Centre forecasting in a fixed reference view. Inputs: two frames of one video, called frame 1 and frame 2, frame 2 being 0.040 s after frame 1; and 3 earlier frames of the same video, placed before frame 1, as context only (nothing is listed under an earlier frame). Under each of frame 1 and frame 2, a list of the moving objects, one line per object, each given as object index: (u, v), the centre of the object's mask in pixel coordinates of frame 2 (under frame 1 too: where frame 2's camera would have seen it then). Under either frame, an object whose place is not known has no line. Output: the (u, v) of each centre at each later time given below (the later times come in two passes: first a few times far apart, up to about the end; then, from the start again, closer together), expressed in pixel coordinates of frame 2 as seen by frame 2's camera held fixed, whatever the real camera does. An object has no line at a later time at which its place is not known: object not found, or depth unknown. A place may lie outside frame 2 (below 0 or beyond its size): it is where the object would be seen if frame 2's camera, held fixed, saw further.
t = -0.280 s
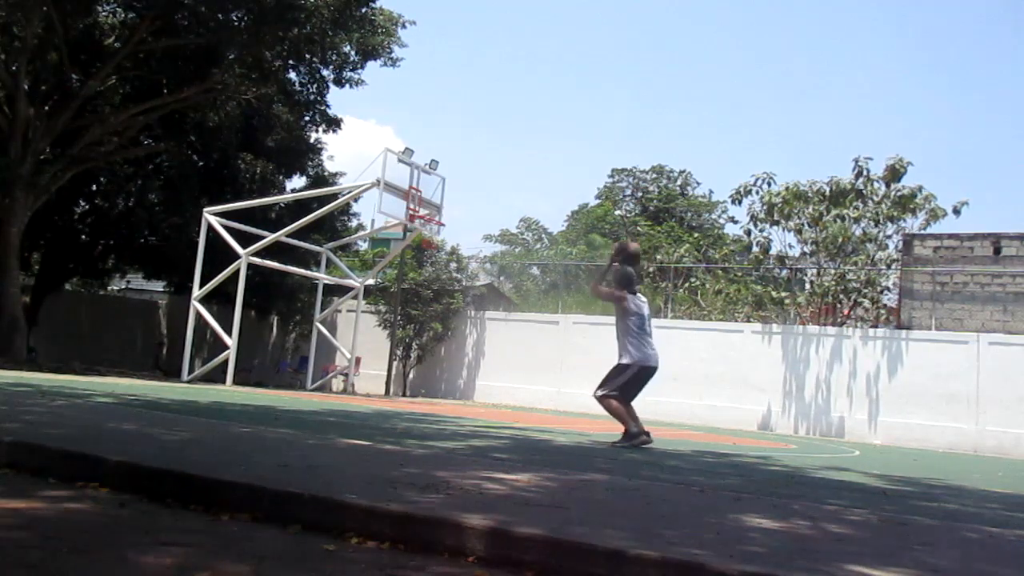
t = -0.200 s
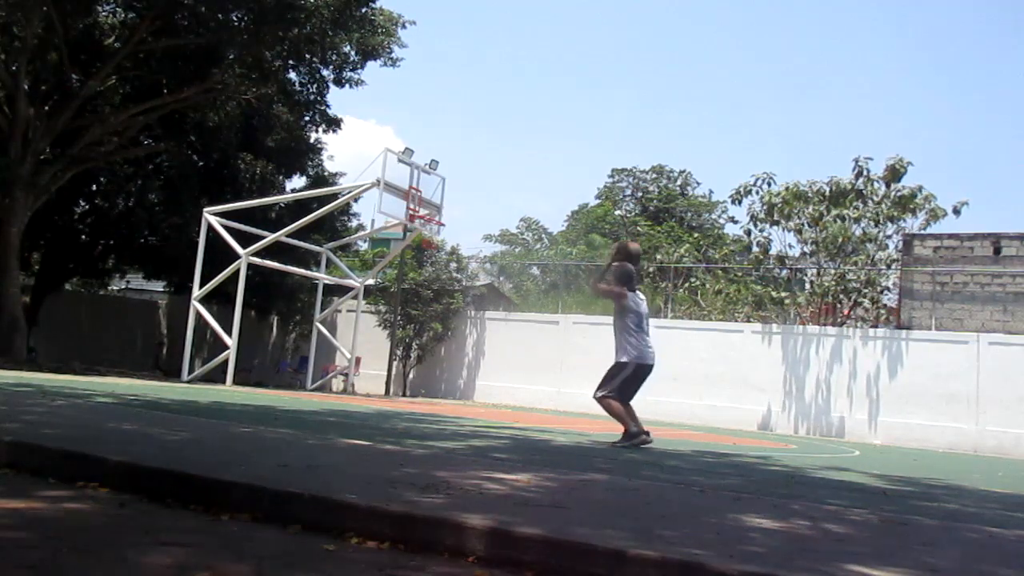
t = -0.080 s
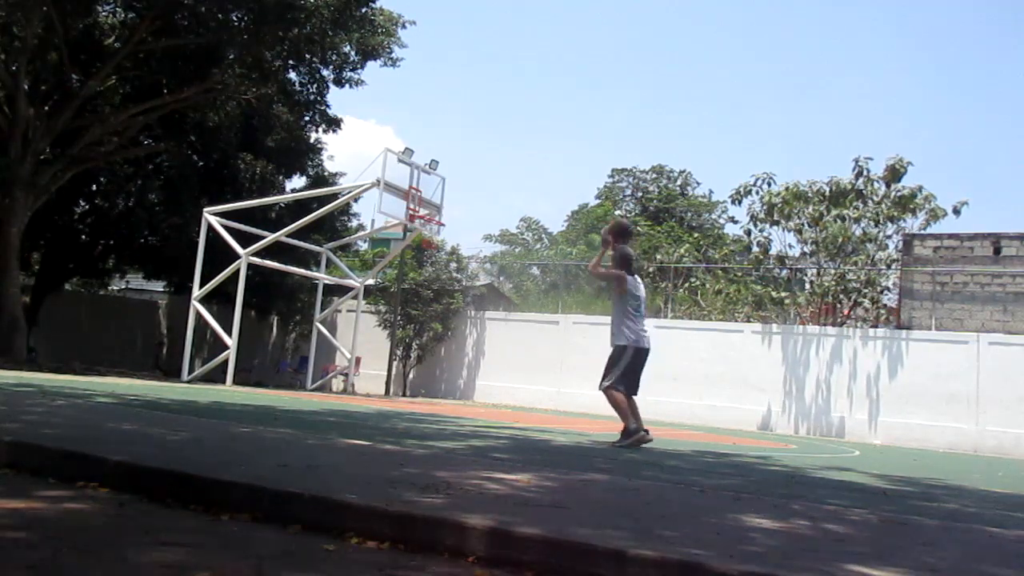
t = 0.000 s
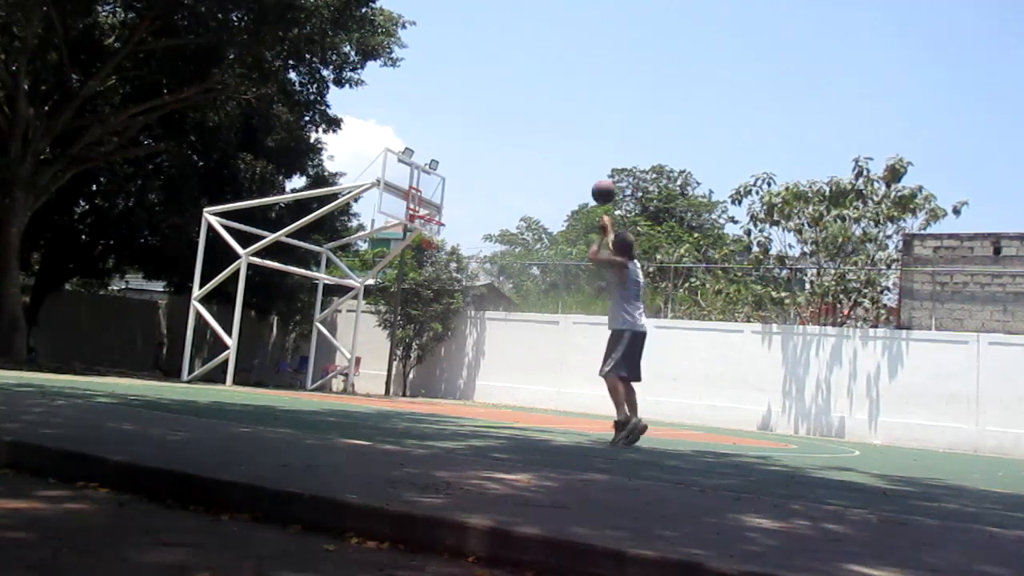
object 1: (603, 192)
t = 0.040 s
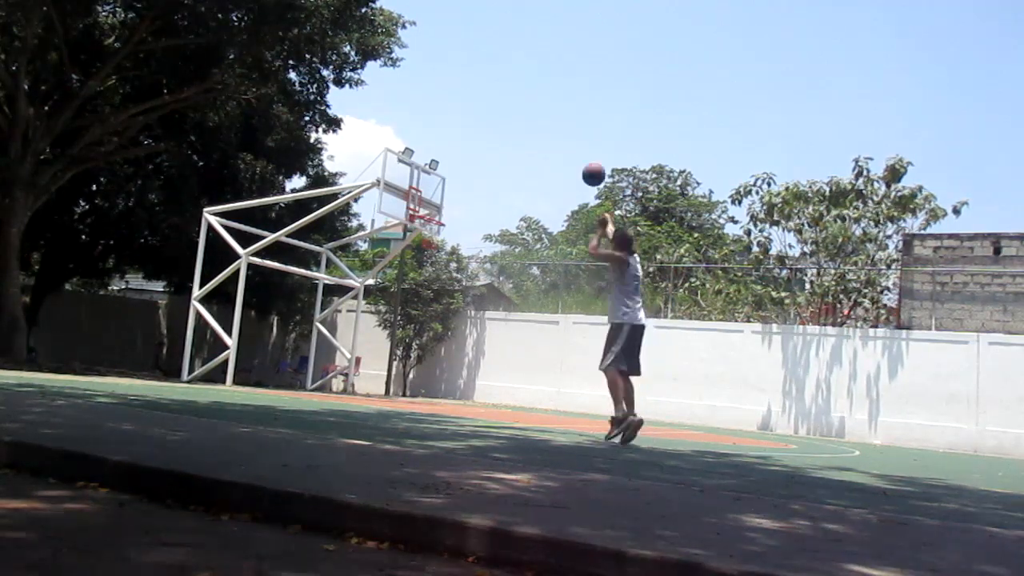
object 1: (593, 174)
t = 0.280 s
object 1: (542, 112)
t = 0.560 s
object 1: (493, 109)
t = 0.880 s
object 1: (444, 163)
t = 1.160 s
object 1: (422, 195)
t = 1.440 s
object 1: (432, 182)
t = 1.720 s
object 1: (445, 211)
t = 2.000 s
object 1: (454, 282)
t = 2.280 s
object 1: (458, 401)
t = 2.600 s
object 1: (478, 303)
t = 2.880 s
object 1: (489, 265)
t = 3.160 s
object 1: (495, 272)
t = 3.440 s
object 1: (498, 319)
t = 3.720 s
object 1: (496, 402)
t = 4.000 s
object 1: (508, 338)
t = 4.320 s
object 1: (516, 314)
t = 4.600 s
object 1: (518, 336)
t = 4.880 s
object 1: (517, 394)
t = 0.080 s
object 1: (584, 159)
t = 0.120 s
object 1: (575, 146)
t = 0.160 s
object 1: (566, 135)
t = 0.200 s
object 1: (558, 126)
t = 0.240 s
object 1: (550, 118)
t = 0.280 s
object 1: (542, 112)
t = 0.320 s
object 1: (534, 108)
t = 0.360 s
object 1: (527, 105)
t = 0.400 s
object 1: (520, 103)
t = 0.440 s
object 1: (513, 103)
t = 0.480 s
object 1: (506, 104)
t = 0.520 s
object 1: (499, 105)
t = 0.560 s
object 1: (493, 109)
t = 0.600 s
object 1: (486, 112)
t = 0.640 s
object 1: (480, 117)
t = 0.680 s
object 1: (474, 123)
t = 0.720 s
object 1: (468, 130)
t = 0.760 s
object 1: (462, 136)
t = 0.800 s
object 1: (456, 145)
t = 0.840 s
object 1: (450, 153)
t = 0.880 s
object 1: (444, 163)
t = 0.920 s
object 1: (439, 173)
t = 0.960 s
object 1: (433, 184)
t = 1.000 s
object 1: (427, 196)
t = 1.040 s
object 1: (421, 207)
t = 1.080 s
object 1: (420, 205)
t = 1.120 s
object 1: (421, 199)
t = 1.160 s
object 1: (422, 195)
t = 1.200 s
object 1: (422, 191)
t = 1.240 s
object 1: (422, 188)
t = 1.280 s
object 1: (423, 186)
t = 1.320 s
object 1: (425, 184)
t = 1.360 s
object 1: (428, 182)
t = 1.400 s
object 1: (430, 181)
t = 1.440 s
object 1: (432, 182)
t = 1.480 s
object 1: (434, 184)
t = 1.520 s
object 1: (436, 186)
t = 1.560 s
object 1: (439, 189)
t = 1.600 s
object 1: (441, 192)
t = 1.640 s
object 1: (442, 198)
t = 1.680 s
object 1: (444, 204)
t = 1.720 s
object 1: (445, 211)
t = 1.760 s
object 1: (447, 218)
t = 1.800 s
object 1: (448, 226)
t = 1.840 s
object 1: (449, 236)
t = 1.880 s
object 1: (451, 247)
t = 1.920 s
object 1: (453, 257)
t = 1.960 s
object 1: (453, 269)
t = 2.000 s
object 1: (454, 282)
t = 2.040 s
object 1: (454, 296)
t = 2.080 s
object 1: (455, 311)
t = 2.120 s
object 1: (455, 327)
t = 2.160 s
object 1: (457, 344)
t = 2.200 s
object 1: (457, 362)
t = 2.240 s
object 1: (458, 380)
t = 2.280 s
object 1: (458, 401)
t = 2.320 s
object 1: (460, 388)
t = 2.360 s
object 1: (463, 374)
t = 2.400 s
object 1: (466, 359)
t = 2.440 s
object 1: (468, 346)
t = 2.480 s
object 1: (470, 333)
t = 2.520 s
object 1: (473, 323)
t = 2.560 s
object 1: (476, 312)
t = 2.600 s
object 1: (478, 303)
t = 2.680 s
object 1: (479, 288)
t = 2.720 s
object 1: (483, 283)
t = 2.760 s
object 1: (486, 276)
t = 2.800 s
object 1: (487, 273)
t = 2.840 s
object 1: (487, 269)
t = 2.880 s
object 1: (489, 265)
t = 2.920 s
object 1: (491, 264)
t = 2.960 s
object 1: (492, 263)
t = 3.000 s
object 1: (492, 263)
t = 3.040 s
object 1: (493, 264)
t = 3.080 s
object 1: (493, 266)
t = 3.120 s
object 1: (494, 268)
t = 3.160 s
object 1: (495, 272)
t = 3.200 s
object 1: (496, 277)
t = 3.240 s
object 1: (497, 282)
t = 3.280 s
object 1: (494, 285)
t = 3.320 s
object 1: (493, 287)
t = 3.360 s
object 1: (498, 302)
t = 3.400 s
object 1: (498, 310)
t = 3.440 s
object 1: (498, 319)
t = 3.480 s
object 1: (498, 329)
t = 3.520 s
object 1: (498, 340)
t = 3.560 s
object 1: (498, 352)
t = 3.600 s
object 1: (497, 364)
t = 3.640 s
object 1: (497, 377)
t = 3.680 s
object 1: (497, 391)
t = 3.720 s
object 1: (496, 402)
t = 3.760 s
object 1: (498, 390)
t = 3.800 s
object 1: (500, 379)
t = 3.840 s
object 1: (502, 369)
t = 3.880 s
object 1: (503, 360)
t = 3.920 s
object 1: (505, 351)
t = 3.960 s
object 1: (506, 344)
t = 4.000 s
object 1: (508, 338)
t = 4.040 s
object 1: (509, 332)
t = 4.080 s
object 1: (510, 327)
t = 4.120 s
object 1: (511, 323)
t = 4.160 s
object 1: (512, 319)
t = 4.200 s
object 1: (513, 317)
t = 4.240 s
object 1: (514, 315)
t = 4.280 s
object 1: (515, 315)
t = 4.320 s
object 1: (516, 314)
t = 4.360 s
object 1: (516, 315)
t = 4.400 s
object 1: (517, 316)
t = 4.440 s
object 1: (518, 319)
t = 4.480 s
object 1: (518, 322)
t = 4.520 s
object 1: (518, 326)
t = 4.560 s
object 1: (518, 331)
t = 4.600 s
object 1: (518, 336)
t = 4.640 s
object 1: (519, 342)
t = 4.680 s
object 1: (518, 349)
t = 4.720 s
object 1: (518, 356)
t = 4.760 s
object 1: (518, 364)
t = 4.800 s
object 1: (518, 374)
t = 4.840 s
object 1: (518, 383)
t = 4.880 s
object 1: (517, 394)
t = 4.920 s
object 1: (517, 404)
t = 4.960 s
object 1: (518, 394)
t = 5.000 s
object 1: (519, 386)
